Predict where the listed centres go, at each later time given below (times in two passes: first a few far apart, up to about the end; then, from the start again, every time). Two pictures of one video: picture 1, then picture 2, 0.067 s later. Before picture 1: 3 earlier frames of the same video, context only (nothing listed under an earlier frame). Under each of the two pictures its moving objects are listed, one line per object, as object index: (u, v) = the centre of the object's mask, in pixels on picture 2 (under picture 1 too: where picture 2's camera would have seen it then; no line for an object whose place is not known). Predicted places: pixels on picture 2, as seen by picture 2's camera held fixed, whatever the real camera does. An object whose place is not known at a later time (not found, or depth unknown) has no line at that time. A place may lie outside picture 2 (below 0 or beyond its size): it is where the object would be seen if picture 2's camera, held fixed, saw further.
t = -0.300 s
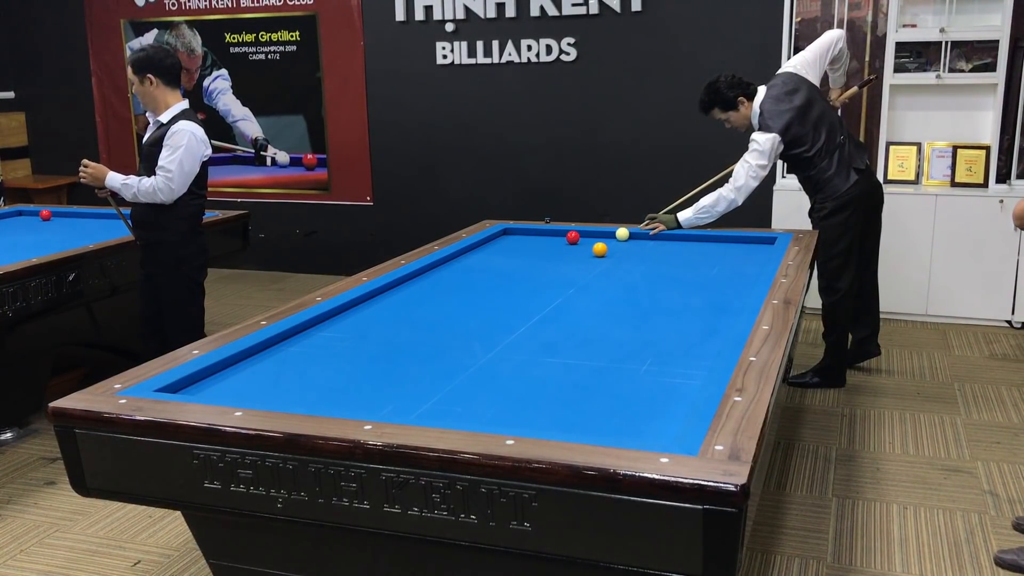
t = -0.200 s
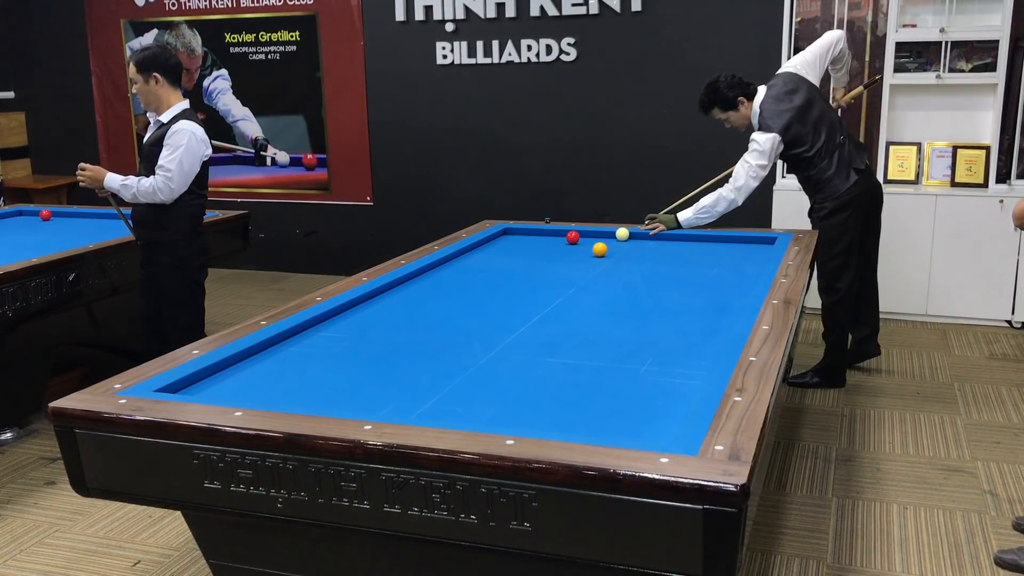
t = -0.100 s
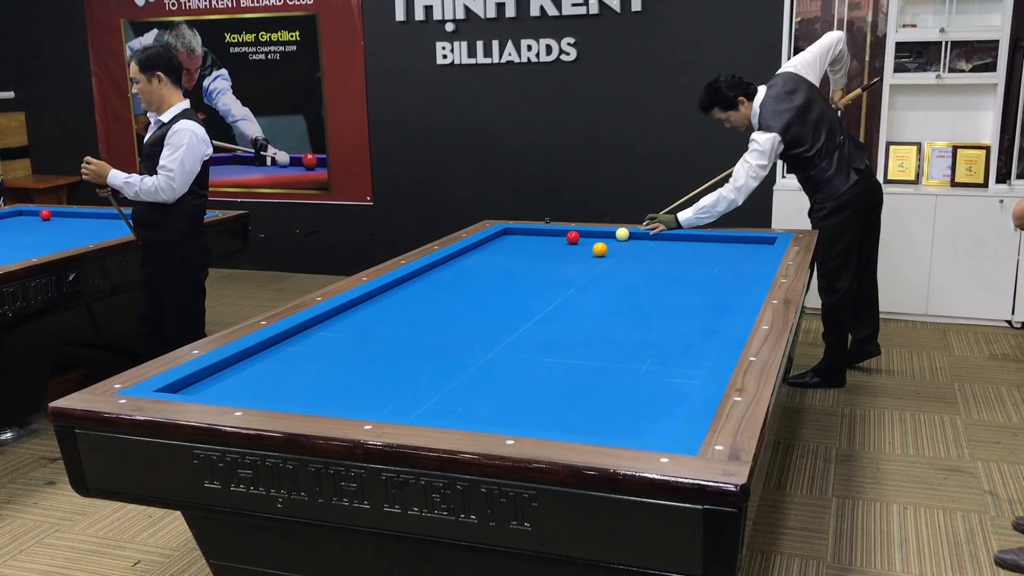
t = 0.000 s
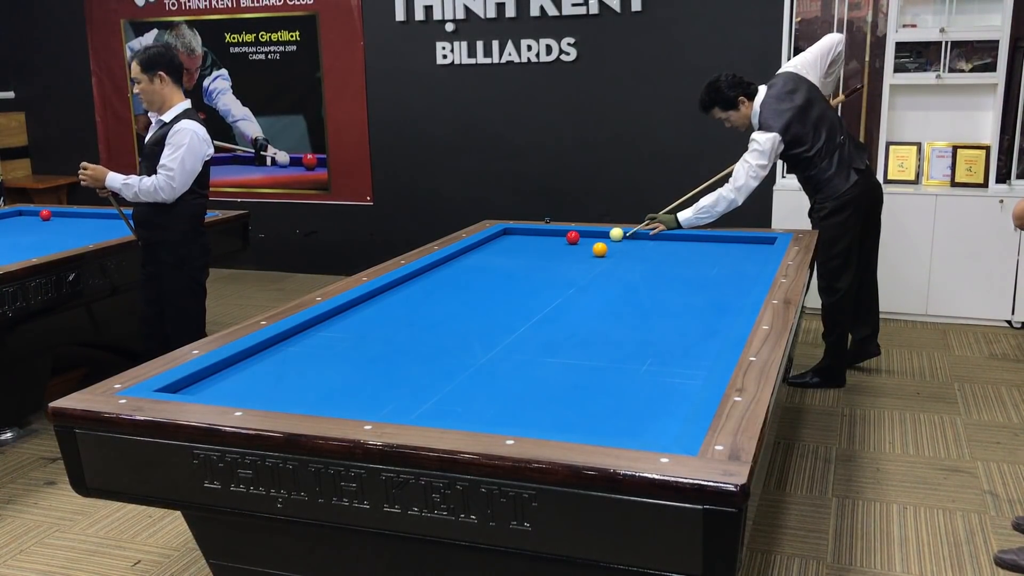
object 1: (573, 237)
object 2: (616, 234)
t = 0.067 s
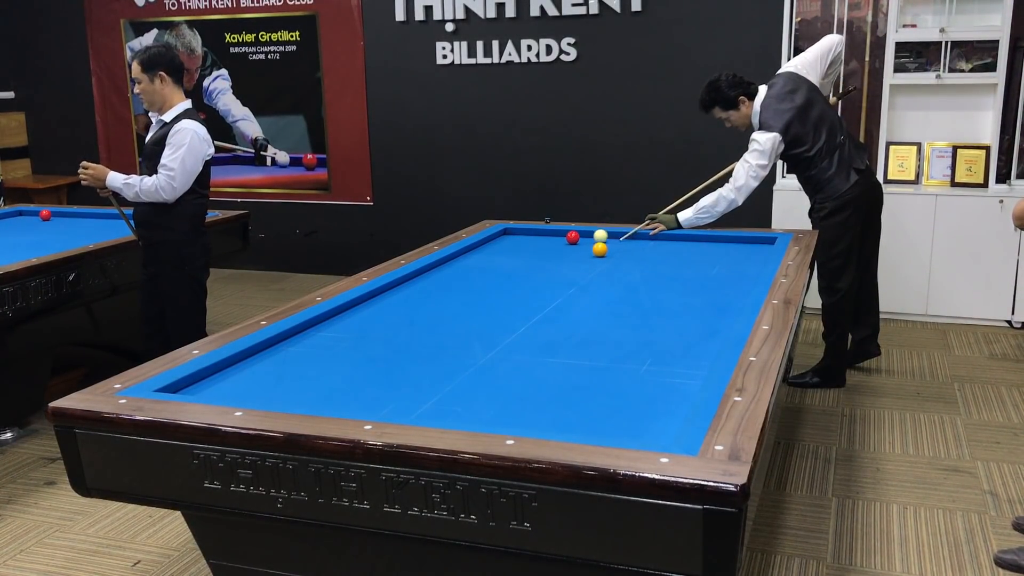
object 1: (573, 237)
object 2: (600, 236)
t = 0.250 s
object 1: (552, 237)
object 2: (587, 239)
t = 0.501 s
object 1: (516, 237)
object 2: (588, 242)
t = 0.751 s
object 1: (499, 238)
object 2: (589, 245)
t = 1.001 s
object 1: (516, 240)
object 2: (589, 248)
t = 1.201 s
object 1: (530, 241)
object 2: (586, 249)
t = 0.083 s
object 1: (573, 237)
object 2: (596, 236)
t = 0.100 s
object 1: (573, 237)
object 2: (593, 236)
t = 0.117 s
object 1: (573, 237)
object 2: (590, 237)
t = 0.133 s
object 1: (572, 237)
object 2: (587, 237)
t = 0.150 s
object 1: (569, 237)
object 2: (586, 238)
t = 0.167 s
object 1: (566, 237)
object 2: (586, 238)
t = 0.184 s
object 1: (563, 237)
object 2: (586, 238)
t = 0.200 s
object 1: (560, 237)
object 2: (586, 238)
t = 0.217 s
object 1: (557, 237)
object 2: (586, 238)
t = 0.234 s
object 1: (555, 237)
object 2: (587, 239)
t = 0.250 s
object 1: (552, 237)
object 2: (587, 239)
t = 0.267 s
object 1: (550, 237)
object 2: (587, 239)
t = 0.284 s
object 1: (547, 237)
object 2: (587, 239)
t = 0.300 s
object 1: (545, 237)
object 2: (587, 240)
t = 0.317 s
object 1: (542, 237)
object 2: (587, 240)
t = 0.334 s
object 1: (540, 237)
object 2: (587, 240)
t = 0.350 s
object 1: (538, 237)
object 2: (587, 240)
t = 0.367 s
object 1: (535, 237)
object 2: (587, 240)
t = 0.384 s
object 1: (533, 237)
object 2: (587, 241)
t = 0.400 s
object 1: (530, 237)
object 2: (588, 241)
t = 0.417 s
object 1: (528, 237)
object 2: (588, 241)
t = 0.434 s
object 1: (526, 237)
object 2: (588, 241)
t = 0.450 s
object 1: (523, 237)
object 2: (588, 241)
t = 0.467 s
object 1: (521, 237)
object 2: (588, 242)
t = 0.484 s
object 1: (519, 237)
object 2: (588, 242)
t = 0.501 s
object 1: (516, 237)
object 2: (588, 242)
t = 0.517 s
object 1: (514, 237)
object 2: (588, 242)
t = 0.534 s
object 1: (511, 237)
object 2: (588, 242)
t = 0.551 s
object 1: (509, 237)
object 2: (588, 243)
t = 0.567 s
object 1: (507, 237)
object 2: (588, 243)
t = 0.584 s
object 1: (504, 237)
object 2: (588, 243)
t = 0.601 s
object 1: (502, 237)
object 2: (589, 243)
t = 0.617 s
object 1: (500, 237)
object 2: (589, 243)
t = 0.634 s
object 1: (497, 238)
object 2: (589, 244)
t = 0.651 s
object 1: (495, 238)
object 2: (589, 244)
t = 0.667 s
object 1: (493, 238)
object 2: (589, 244)
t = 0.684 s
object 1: (494, 238)
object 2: (589, 244)
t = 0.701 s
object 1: (495, 238)
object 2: (589, 244)
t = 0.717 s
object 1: (496, 238)
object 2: (589, 245)
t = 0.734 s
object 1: (498, 238)
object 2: (589, 245)
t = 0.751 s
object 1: (499, 238)
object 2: (589, 245)
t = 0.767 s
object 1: (500, 238)
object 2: (589, 245)
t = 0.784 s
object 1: (501, 238)
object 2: (589, 245)
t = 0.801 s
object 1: (502, 238)
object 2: (589, 246)
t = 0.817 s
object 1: (504, 238)
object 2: (589, 246)
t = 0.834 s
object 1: (505, 239)
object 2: (589, 246)
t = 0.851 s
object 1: (506, 239)
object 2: (589, 246)
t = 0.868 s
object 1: (507, 239)
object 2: (589, 246)
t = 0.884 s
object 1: (508, 239)
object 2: (589, 247)
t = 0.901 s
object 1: (510, 239)
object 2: (589, 247)
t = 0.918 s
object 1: (511, 239)
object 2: (589, 247)
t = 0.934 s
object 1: (512, 239)
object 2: (589, 247)
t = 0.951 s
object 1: (513, 239)
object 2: (589, 247)
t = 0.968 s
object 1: (514, 239)
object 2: (589, 248)
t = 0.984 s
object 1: (515, 240)
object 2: (589, 248)
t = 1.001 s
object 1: (516, 240)
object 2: (589, 248)
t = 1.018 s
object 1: (517, 240)
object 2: (589, 248)
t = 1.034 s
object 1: (519, 240)
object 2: (588, 248)
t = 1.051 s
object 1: (520, 240)
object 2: (588, 248)
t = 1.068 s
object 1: (521, 240)
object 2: (588, 248)
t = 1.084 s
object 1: (522, 240)
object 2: (588, 248)
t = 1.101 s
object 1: (523, 240)
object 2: (587, 248)
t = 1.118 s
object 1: (524, 240)
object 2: (587, 249)
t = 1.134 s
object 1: (525, 240)
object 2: (587, 249)
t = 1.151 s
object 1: (526, 241)
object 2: (587, 249)
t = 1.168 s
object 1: (528, 241)
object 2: (587, 249)
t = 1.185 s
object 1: (529, 241)
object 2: (586, 249)
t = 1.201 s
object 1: (530, 241)
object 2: (586, 249)
